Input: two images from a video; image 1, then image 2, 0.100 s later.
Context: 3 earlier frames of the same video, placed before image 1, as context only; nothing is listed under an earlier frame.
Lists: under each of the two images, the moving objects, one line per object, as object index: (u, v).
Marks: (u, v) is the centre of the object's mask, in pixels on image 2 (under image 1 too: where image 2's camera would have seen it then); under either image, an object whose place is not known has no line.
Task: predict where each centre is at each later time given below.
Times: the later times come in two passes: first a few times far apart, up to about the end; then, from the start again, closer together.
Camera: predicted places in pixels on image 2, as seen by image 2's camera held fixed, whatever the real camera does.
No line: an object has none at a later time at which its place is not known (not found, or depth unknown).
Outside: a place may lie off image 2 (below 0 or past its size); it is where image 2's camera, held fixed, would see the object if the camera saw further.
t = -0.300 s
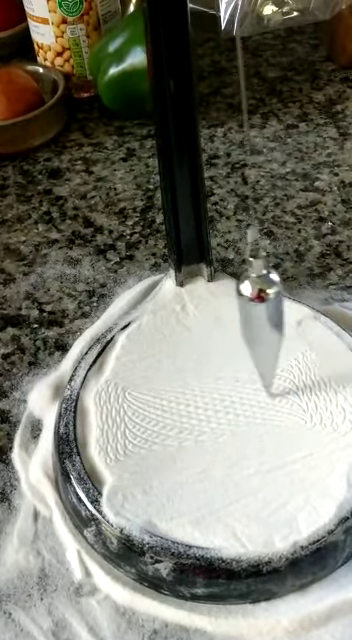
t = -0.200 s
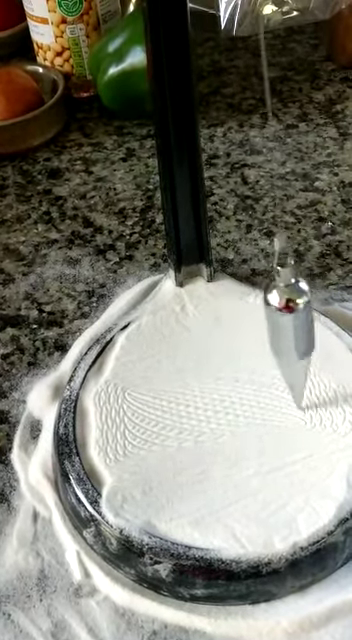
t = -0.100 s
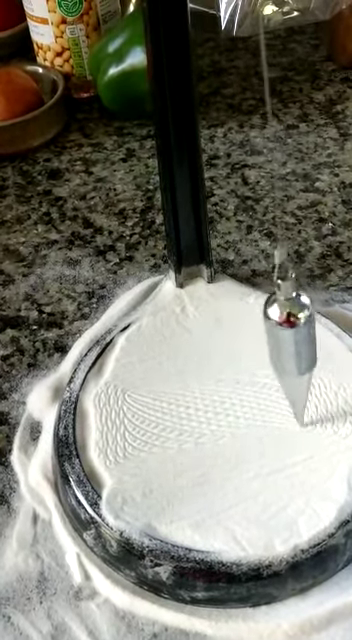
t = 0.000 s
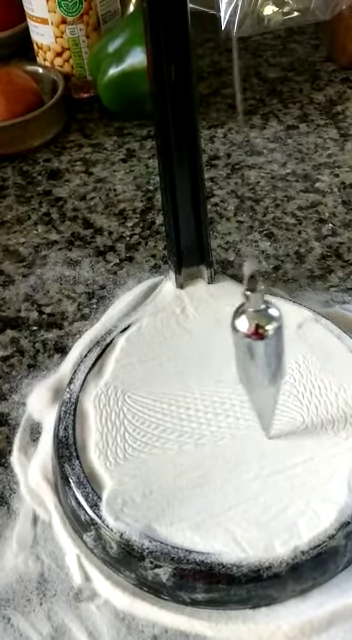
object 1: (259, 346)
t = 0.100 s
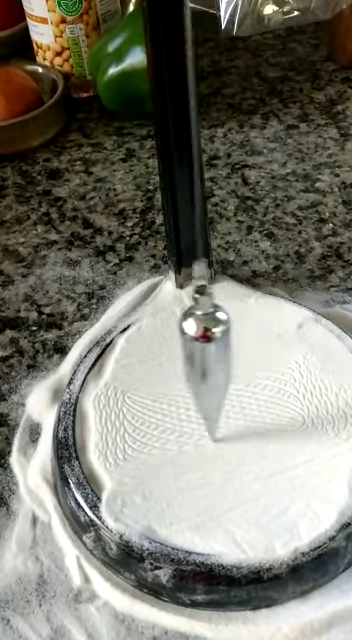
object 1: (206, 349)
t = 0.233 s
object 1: (143, 336)
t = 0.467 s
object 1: (144, 306)
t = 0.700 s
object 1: (246, 300)
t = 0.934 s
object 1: (288, 331)
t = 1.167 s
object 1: (188, 355)
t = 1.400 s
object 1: (125, 326)
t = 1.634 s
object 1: (200, 294)
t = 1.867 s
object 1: (284, 305)
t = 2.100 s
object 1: (239, 347)
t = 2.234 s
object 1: (171, 359)
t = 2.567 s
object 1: (160, 310)
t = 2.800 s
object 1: (257, 290)
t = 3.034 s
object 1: (274, 319)
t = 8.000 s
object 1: (272, 303)
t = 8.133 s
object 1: (274, 288)
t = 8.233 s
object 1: (248, 289)
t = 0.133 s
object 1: (188, 348)
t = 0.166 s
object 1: (170, 346)
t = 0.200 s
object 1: (156, 341)
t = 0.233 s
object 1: (143, 336)
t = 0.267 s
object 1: (133, 331)
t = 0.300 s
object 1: (126, 326)
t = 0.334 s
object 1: (123, 321)
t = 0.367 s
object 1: (124, 316)
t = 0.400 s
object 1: (128, 313)
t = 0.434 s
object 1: (134, 309)
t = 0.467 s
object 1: (144, 306)
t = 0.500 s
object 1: (156, 303)
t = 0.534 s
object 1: (169, 301)
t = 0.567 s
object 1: (184, 299)
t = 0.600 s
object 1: (199, 298)
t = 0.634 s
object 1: (215, 300)
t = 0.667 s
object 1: (231, 299)
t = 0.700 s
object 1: (246, 300)
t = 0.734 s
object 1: (259, 303)
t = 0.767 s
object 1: (271, 307)
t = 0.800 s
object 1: (281, 310)
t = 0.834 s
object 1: (287, 314)
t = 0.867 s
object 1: (291, 320)
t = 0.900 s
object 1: (291, 324)
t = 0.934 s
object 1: (288, 331)
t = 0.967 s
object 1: (281, 336)
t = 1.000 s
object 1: (270, 342)
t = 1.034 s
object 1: (257, 344)
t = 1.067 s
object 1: (241, 350)
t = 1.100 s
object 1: (224, 353)
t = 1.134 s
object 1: (206, 360)
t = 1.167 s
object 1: (188, 355)
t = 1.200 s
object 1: (171, 354)
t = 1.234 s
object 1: (156, 349)
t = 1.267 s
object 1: (143, 346)
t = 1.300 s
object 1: (134, 341)
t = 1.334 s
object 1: (127, 337)
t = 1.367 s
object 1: (125, 331)
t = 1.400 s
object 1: (125, 326)
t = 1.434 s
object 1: (129, 319)
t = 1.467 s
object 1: (136, 315)
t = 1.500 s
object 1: (146, 310)
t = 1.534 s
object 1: (157, 305)
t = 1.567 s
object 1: (171, 301)
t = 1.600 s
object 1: (185, 297)
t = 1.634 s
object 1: (200, 294)
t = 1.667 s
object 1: (215, 294)
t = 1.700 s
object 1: (230, 294)
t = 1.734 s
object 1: (244, 294)
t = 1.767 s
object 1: (258, 294)
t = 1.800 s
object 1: (269, 297)
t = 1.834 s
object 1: (278, 301)
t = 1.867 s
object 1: (284, 305)
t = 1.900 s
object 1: (287, 310)
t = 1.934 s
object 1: (287, 315)
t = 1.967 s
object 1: (284, 321)
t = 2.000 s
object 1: (277, 328)
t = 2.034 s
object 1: (267, 335)
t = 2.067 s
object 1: (254, 340)
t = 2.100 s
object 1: (239, 347)
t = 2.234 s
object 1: (171, 359)
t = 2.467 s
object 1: (131, 329)
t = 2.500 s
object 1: (138, 323)
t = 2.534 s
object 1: (148, 317)
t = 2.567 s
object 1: (160, 310)
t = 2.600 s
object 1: (173, 306)
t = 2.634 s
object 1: (187, 300)
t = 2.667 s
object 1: (202, 296)
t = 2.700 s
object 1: (217, 295)
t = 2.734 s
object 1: (231, 290)
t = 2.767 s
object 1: (245, 290)
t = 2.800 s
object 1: (257, 290)
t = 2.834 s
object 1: (267, 291)
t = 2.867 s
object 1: (275, 293)
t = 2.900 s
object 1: (281, 297)
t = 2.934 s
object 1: (284, 301)
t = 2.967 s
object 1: (284, 306)
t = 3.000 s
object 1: (281, 313)
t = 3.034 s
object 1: (274, 319)
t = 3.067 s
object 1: (264, 325)
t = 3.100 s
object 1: (252, 332)
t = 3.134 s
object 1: (237, 342)
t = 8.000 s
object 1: (272, 303)
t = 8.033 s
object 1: (276, 297)
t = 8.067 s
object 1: (279, 293)
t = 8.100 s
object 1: (278, 289)
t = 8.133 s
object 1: (274, 288)
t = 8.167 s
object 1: (268, 286)
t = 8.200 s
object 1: (259, 287)
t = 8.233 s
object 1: (248, 289)
